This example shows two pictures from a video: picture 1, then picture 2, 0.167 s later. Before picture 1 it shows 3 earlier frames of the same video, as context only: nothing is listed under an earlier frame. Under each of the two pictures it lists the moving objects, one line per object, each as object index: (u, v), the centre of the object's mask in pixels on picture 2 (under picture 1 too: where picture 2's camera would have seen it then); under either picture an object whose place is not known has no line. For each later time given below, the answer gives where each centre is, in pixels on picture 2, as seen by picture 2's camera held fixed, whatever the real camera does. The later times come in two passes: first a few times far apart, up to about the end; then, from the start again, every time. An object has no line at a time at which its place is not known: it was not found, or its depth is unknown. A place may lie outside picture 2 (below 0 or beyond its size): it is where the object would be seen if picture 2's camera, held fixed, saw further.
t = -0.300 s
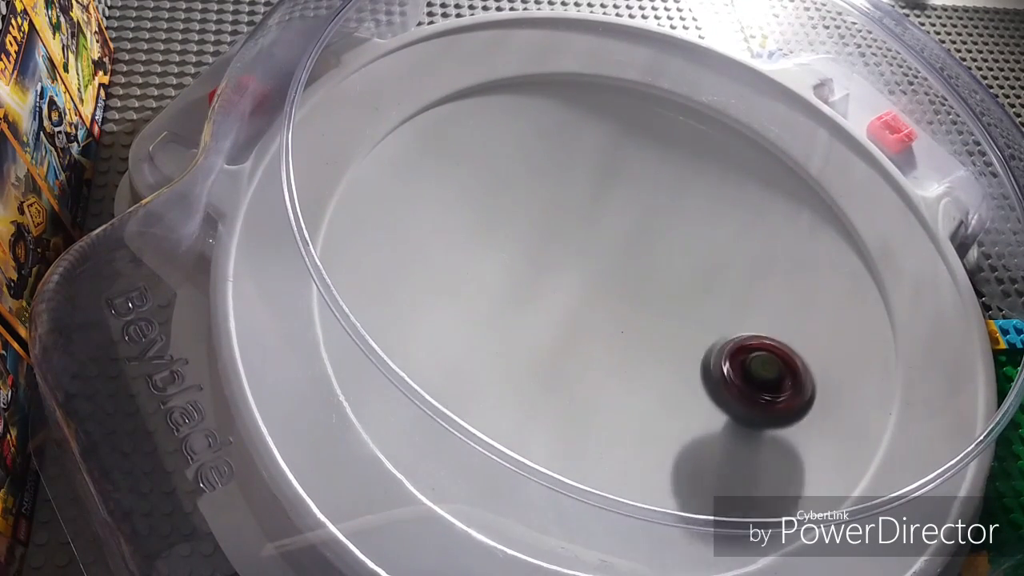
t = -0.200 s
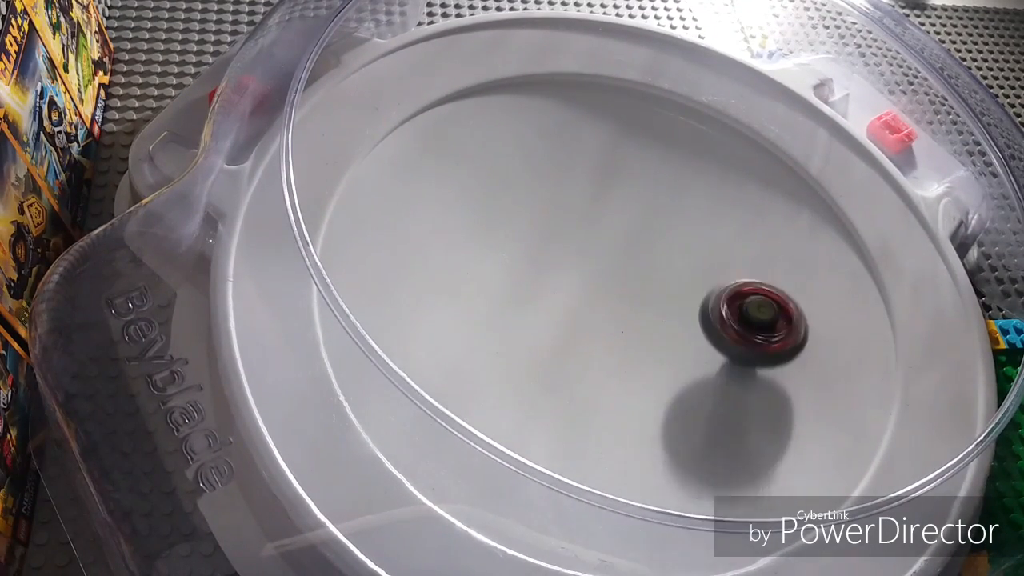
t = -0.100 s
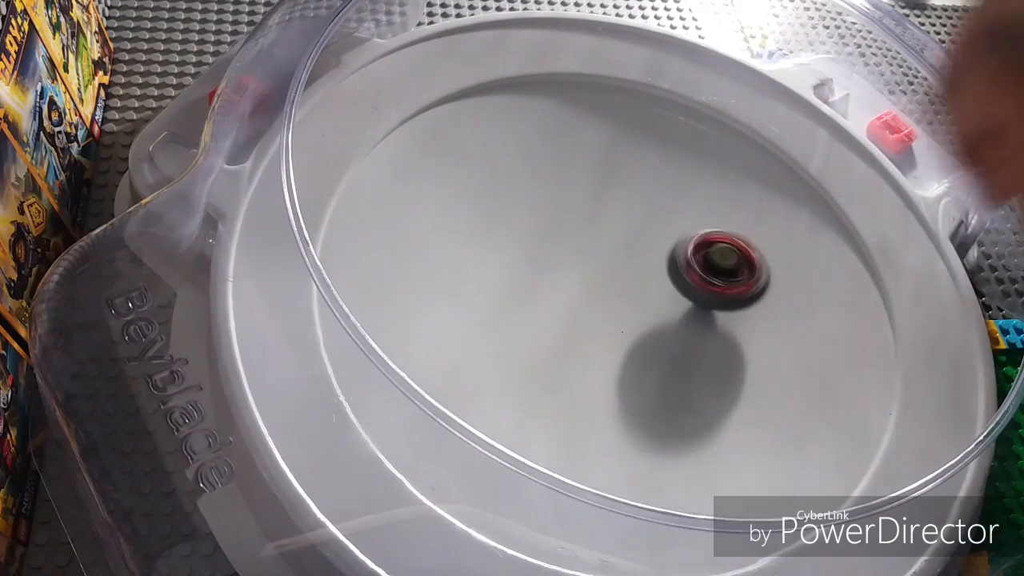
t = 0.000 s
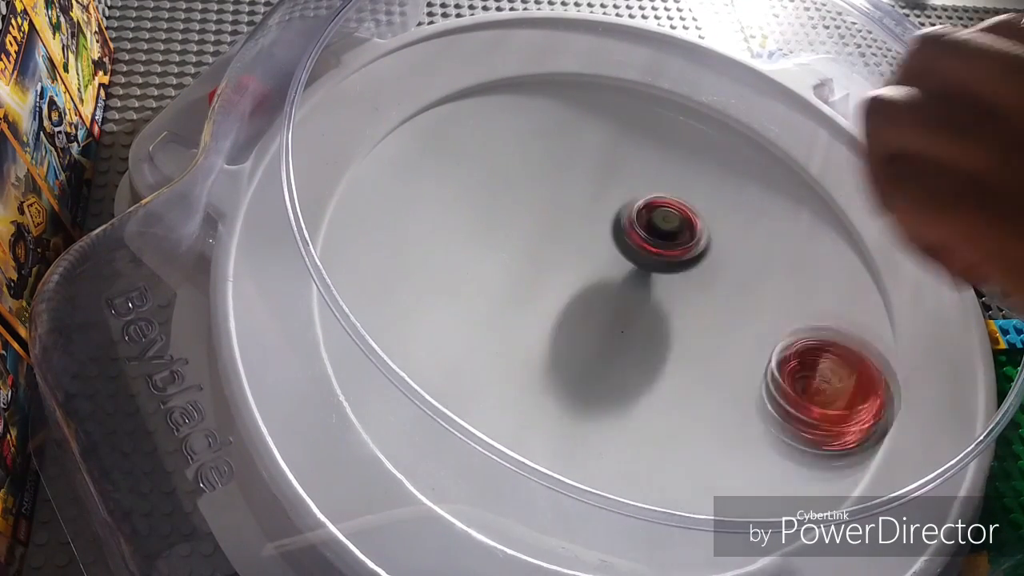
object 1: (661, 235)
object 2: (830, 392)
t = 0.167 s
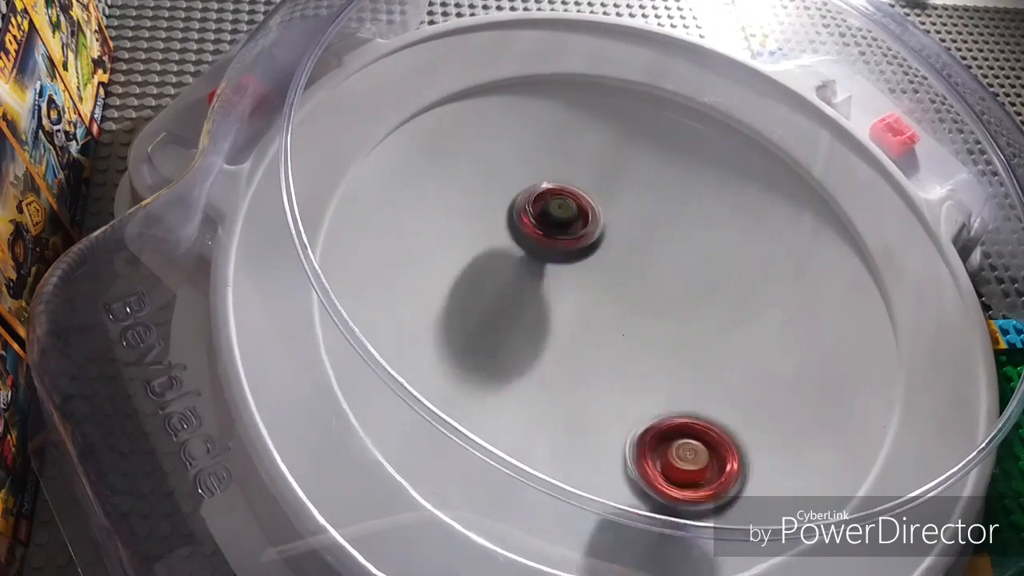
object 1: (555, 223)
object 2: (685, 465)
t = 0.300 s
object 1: (489, 256)
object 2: (594, 416)
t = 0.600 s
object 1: (369, 216)
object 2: (761, 532)
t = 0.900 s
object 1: (500, 315)
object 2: (681, 236)
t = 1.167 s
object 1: (588, 278)
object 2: (369, 124)
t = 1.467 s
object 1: (523, 181)
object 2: (285, 426)
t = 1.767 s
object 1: (496, 269)
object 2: (696, 489)
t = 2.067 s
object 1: (663, 282)
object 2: (669, 108)
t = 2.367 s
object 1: (688, 172)
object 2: (361, 161)
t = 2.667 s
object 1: (571, 182)
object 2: (636, 459)
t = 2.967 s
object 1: (625, 333)
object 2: (776, 143)
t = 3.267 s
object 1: (771, 316)
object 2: (436, 96)
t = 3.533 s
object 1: (733, 226)
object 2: (522, 402)
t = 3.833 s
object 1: (574, 264)
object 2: (880, 249)
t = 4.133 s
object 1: (590, 411)
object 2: (581, 60)
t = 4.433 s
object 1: (719, 385)
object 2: (512, 350)
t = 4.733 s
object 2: (914, 343)
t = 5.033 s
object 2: (673, 91)
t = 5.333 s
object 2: (467, 267)
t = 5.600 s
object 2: (571, 297)
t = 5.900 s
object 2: (675, 296)
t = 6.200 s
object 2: (555, 273)
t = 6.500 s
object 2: (737, 371)
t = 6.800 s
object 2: (662, 150)
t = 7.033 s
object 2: (450, 225)
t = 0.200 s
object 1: (537, 227)
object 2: (657, 456)
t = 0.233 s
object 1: (519, 235)
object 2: (634, 443)
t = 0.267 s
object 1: (503, 244)
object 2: (613, 430)
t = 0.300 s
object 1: (489, 256)
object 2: (594, 416)
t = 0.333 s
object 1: (478, 270)
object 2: (577, 404)
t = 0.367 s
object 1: (470, 286)
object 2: (561, 392)
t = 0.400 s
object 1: (465, 303)
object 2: (547, 382)
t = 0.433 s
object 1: (437, 285)
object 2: (579, 418)
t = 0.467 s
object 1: (410, 261)
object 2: (613, 453)
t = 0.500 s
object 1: (390, 242)
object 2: (648, 479)
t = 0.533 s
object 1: (377, 229)
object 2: (688, 523)
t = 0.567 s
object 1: (370, 220)
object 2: (728, 536)
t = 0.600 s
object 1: (369, 216)
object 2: (761, 532)
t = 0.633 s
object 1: (373, 218)
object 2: (789, 521)
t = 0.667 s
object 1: (382, 224)
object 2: (807, 487)
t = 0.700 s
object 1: (394, 234)
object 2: (824, 462)
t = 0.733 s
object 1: (408, 247)
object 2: (824, 422)
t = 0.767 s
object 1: (425, 261)
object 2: (810, 381)
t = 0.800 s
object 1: (443, 276)
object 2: (787, 341)
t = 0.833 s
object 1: (461, 291)
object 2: (757, 304)
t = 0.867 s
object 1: (481, 304)
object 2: (719, 267)
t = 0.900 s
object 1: (500, 315)
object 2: (681, 236)
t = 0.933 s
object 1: (519, 322)
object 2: (640, 208)
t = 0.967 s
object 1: (534, 325)
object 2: (597, 182)
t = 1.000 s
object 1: (547, 327)
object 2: (555, 160)
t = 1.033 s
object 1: (559, 322)
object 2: (515, 141)
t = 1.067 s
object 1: (570, 315)
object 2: (476, 128)
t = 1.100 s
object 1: (579, 304)
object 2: (438, 119)
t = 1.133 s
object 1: (585, 292)
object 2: (399, 119)
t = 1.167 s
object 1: (588, 278)
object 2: (369, 124)
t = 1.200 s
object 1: (589, 264)
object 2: (349, 141)
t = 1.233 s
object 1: (588, 249)
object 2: (335, 163)
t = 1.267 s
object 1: (584, 236)
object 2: (314, 194)
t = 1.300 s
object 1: (577, 223)
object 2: (302, 224)
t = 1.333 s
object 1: (569, 211)
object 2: (291, 258)
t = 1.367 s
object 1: (559, 200)
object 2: (281, 298)
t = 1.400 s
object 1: (549, 192)
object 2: (275, 340)
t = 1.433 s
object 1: (536, 186)
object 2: (273, 384)
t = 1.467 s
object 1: (523, 181)
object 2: (285, 426)
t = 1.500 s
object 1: (510, 180)
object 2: (323, 466)
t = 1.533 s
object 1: (498, 182)
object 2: (365, 505)
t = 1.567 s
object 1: (486, 187)
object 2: (404, 527)
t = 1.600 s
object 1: (478, 196)
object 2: (447, 543)
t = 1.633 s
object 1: (472, 207)
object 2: (498, 546)
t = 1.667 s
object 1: (471, 221)
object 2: (554, 545)
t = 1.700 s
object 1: (475, 238)
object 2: (606, 540)
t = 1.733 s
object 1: (483, 254)
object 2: (660, 532)
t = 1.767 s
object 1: (496, 269)
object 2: (696, 489)
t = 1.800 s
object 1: (512, 283)
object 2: (729, 461)
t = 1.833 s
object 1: (532, 295)
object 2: (749, 414)
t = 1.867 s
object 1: (553, 302)
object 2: (757, 366)
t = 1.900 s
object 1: (574, 306)
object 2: (756, 319)
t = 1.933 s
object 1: (595, 307)
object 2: (749, 271)
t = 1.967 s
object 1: (615, 305)
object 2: (733, 226)
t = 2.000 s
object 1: (633, 299)
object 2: (715, 183)
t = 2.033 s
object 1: (649, 292)
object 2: (694, 142)
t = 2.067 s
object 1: (663, 282)
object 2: (669, 108)
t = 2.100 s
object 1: (675, 270)
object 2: (643, 77)
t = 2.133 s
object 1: (684, 259)
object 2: (613, 53)
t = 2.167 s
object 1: (692, 246)
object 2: (580, 56)
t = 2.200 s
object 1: (697, 232)
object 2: (543, 72)
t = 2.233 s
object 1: (700, 219)
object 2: (508, 86)
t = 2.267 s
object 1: (701, 206)
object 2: (469, 103)
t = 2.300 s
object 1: (699, 193)
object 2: (434, 120)
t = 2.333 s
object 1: (695, 182)
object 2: (399, 138)
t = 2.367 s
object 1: (688, 172)
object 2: (361, 161)
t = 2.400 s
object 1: (679, 162)
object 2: (348, 198)
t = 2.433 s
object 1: (667, 154)
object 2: (352, 246)
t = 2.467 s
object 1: (655, 148)
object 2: (349, 298)
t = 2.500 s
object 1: (640, 145)
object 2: (359, 353)
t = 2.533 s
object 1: (625, 146)
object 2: (403, 400)
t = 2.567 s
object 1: (610, 150)
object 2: (456, 441)
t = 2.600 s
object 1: (595, 158)
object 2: (518, 459)
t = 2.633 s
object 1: (582, 168)
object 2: (582, 455)
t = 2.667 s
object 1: (571, 182)
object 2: (636, 459)
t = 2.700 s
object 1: (563, 198)
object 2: (685, 444)
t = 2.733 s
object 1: (558, 216)
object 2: (726, 418)
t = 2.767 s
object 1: (557, 235)
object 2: (757, 384)
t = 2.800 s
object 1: (560, 254)
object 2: (781, 345)
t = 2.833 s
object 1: (567, 273)
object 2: (796, 305)
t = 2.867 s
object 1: (578, 291)
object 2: (801, 266)
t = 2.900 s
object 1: (591, 307)
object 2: (799, 225)
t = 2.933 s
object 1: (607, 321)
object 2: (792, 182)
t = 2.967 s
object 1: (625, 333)
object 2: (776, 143)
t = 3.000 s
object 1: (644, 342)
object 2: (756, 107)
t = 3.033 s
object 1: (664, 348)
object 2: (720, 83)
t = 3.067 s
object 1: (684, 352)
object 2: (677, 75)
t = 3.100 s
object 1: (704, 352)
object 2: (635, 67)
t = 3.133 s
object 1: (721, 350)
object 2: (591, 60)
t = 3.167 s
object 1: (737, 344)
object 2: (549, 55)
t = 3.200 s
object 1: (750, 336)
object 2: (510, 69)
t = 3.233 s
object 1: (762, 327)
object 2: (472, 82)
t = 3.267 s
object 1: (771, 316)
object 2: (436, 96)
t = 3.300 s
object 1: (778, 305)
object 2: (402, 114)
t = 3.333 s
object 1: (783, 292)
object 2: (375, 143)
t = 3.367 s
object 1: (783, 280)
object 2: (358, 182)
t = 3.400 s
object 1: (779, 266)
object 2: (360, 229)
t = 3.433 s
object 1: (773, 254)
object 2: (381, 281)
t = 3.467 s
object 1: (762, 243)
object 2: (417, 327)
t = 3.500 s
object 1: (749, 233)
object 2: (466, 369)
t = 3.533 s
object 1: (733, 226)
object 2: (522, 402)
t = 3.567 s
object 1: (715, 220)
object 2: (586, 423)
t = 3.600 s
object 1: (696, 218)
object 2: (649, 429)
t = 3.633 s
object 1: (676, 218)
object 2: (706, 424)
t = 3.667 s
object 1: (656, 220)
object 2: (756, 408)
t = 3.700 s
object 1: (637, 225)
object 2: (798, 385)
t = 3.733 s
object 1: (619, 232)
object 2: (832, 356)
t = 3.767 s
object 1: (602, 241)
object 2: (857, 324)
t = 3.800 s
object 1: (587, 251)
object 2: (873, 288)
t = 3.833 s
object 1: (574, 264)
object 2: (880, 249)
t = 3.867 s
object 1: (563, 279)
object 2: (866, 214)
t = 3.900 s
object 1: (557, 294)
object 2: (835, 184)
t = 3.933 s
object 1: (552, 312)
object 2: (804, 155)
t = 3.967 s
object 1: (551, 329)
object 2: (775, 125)
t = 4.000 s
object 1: (553, 347)
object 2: (739, 103)
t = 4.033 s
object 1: (558, 364)
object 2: (700, 84)
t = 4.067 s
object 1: (565, 381)
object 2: (662, 72)
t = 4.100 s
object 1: (576, 397)
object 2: (622, 64)
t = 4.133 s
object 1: (590, 411)
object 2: (581, 60)
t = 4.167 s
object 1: (607, 422)
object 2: (542, 59)
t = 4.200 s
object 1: (625, 431)
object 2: (504, 72)
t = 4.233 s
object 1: (644, 436)
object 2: (471, 92)
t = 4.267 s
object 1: (664, 437)
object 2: (448, 121)
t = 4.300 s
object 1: (682, 434)
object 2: (433, 160)
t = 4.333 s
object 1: (697, 427)
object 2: (432, 206)
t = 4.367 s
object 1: (708, 416)
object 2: (444, 255)
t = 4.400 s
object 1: (716, 401)
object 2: (472, 304)
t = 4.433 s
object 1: (719, 385)
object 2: (512, 350)
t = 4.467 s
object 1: (719, 368)
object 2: (562, 387)
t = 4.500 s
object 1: (715, 349)
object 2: (616, 415)
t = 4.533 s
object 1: (707, 331)
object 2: (672, 432)
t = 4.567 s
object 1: (697, 314)
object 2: (729, 438)
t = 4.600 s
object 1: (684, 298)
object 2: (779, 434)
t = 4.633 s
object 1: (669, 284)
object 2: (824, 420)
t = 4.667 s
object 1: (652, 272)
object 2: (862, 400)
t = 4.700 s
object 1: (634, 262)
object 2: (893, 374)
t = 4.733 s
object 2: (914, 343)
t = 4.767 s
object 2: (893, 306)
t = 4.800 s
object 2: (870, 271)
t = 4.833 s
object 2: (843, 238)
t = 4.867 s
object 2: (818, 205)
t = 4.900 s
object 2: (794, 174)
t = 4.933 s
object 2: (770, 146)
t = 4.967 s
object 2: (740, 121)
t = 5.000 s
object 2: (710, 102)
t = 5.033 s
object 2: (673, 91)
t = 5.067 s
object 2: (636, 87)
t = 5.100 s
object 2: (596, 92)
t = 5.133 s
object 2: (559, 106)
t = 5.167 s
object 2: (526, 128)
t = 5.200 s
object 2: (498, 161)
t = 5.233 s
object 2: (480, 200)
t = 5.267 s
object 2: (473, 243)
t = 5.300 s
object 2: (475, 284)
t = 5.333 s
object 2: (467, 267)
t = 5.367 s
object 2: (466, 253)
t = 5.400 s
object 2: (469, 244)
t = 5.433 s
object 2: (477, 240)
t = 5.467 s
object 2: (490, 241)
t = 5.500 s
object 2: (505, 248)
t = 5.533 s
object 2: (524, 259)
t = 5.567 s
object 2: (546, 276)
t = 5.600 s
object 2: (571, 297)
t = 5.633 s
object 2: (603, 316)
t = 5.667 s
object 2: (639, 330)
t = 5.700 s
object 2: (674, 336)
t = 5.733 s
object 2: (707, 335)
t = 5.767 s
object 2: (734, 328)
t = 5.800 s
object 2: (733, 320)
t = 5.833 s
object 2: (713, 314)
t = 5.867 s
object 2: (692, 307)
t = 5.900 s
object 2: (675, 296)
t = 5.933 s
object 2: (661, 284)
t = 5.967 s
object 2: (651, 270)
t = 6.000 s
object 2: (639, 258)
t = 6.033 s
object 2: (626, 247)
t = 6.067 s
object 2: (609, 241)
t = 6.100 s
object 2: (593, 242)
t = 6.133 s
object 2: (577, 247)
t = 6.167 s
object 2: (562, 257)
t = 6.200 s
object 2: (555, 273)
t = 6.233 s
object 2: (553, 293)
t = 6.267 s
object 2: (558, 317)
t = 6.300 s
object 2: (571, 342)
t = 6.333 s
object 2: (592, 363)
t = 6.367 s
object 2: (619, 380)
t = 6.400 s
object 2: (650, 389)
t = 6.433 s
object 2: (681, 391)
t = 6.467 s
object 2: (711, 384)
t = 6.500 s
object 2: (737, 371)
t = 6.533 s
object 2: (756, 351)
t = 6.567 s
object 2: (767, 326)
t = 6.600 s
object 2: (771, 297)
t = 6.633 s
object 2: (768, 267)
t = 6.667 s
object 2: (759, 236)
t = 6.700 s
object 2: (741, 209)
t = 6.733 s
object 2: (718, 186)
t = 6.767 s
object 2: (691, 165)
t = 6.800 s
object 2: (662, 150)
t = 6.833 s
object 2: (629, 141)
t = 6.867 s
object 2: (595, 138)
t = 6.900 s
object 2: (562, 142)
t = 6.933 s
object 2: (529, 151)
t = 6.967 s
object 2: (497, 170)
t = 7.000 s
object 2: (470, 194)
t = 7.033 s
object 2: (450, 225)
